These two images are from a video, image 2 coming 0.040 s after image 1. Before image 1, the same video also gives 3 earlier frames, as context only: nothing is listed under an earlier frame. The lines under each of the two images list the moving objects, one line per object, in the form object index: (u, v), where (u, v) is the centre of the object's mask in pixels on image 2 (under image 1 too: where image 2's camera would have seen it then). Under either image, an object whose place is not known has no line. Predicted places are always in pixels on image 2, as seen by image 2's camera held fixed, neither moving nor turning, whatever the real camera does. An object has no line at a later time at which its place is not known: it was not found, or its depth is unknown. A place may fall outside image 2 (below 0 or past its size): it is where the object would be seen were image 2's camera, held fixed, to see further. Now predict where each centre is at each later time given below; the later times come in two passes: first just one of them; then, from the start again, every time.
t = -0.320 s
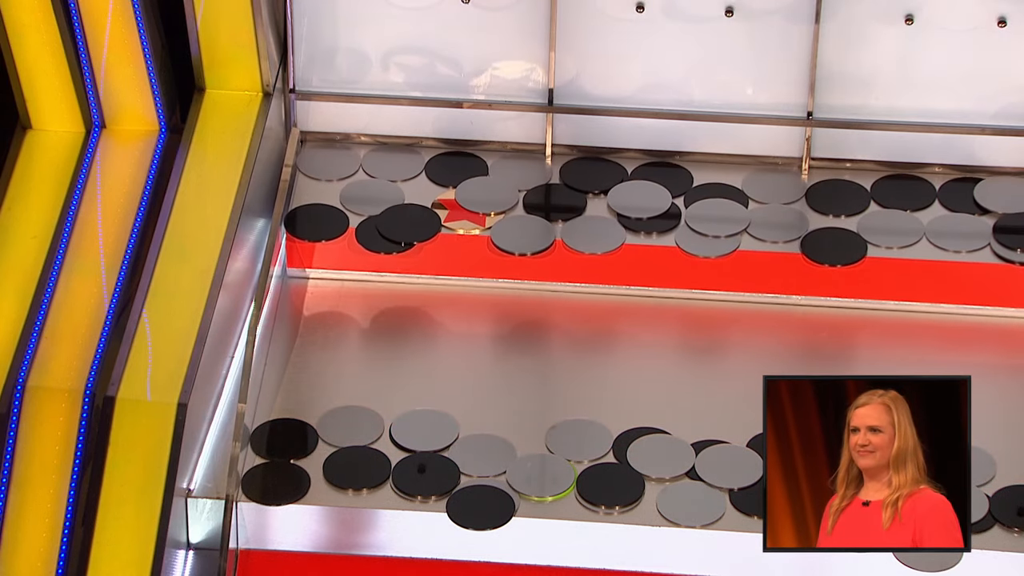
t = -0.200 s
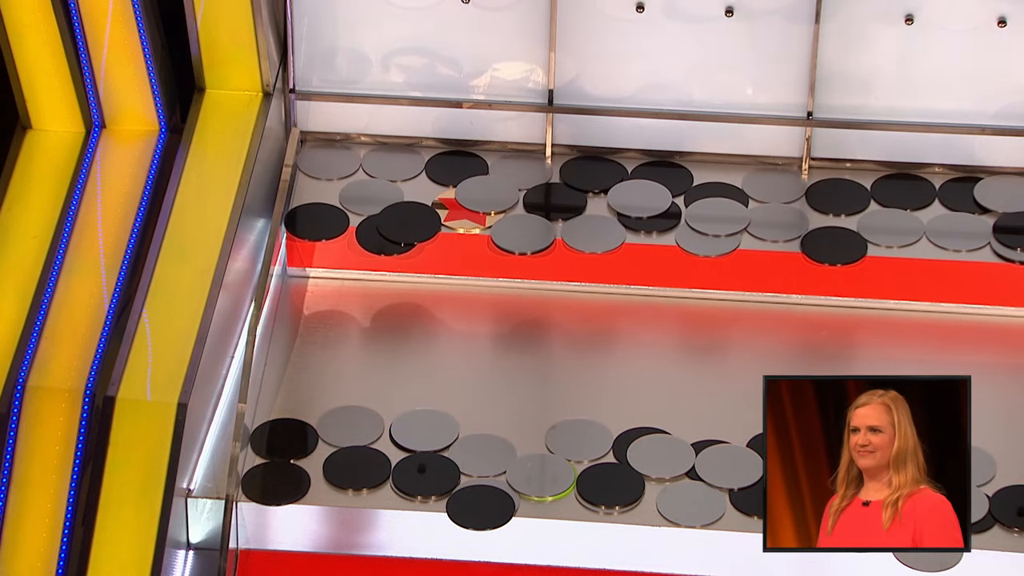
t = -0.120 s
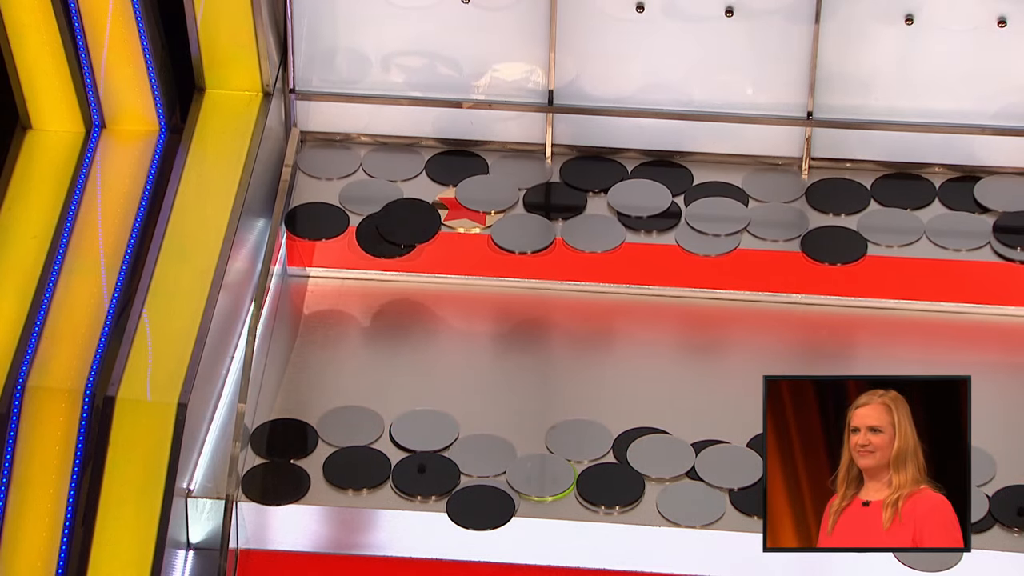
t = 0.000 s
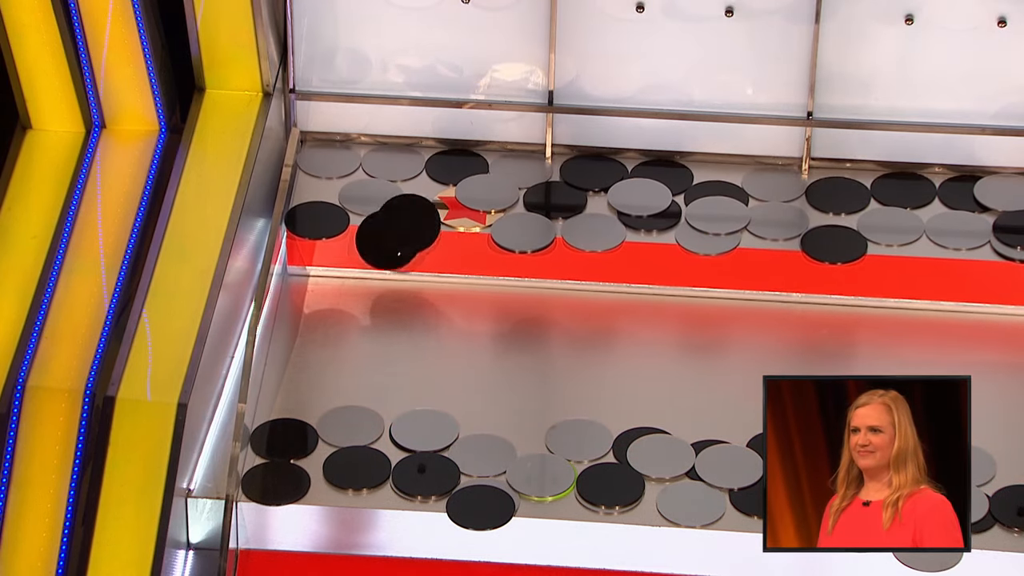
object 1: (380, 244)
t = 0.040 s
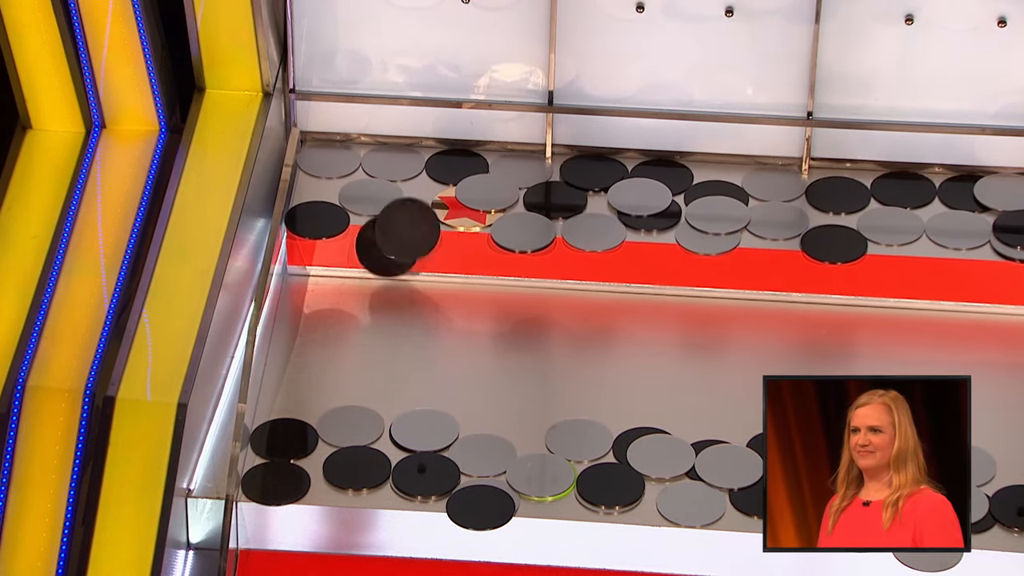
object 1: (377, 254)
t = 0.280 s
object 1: (384, 266)
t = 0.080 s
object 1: (377, 265)
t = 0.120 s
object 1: (371, 269)
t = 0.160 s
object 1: (371, 261)
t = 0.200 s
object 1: (373, 258)
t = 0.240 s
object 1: (380, 259)
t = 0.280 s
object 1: (384, 266)
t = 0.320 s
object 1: (384, 275)
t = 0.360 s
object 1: (382, 279)
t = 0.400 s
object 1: (380, 285)
